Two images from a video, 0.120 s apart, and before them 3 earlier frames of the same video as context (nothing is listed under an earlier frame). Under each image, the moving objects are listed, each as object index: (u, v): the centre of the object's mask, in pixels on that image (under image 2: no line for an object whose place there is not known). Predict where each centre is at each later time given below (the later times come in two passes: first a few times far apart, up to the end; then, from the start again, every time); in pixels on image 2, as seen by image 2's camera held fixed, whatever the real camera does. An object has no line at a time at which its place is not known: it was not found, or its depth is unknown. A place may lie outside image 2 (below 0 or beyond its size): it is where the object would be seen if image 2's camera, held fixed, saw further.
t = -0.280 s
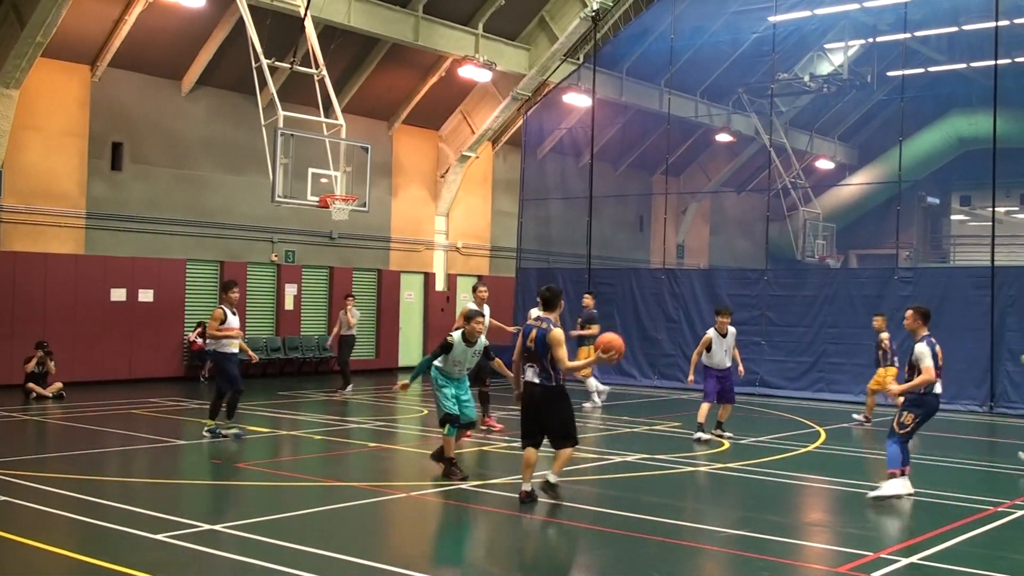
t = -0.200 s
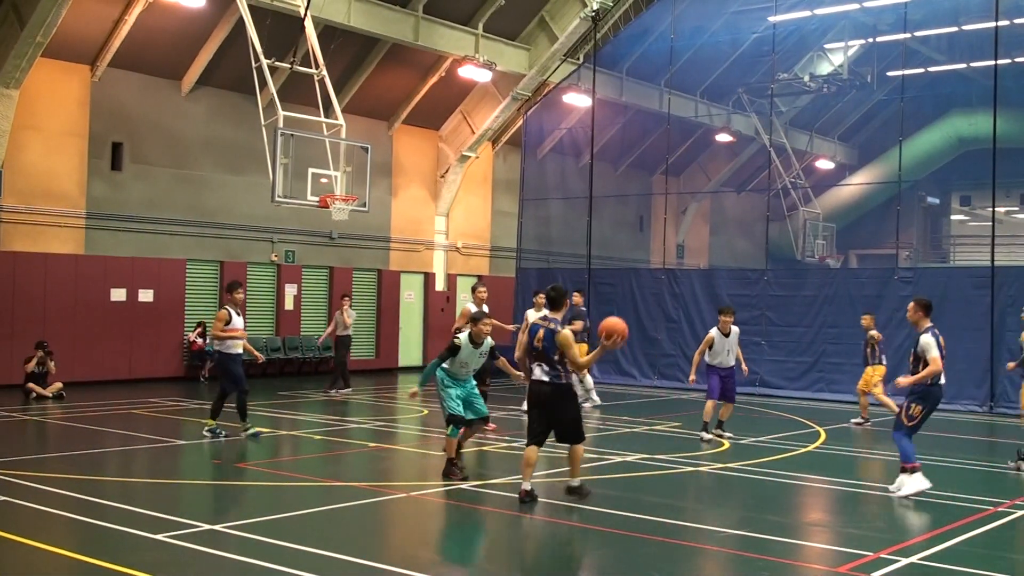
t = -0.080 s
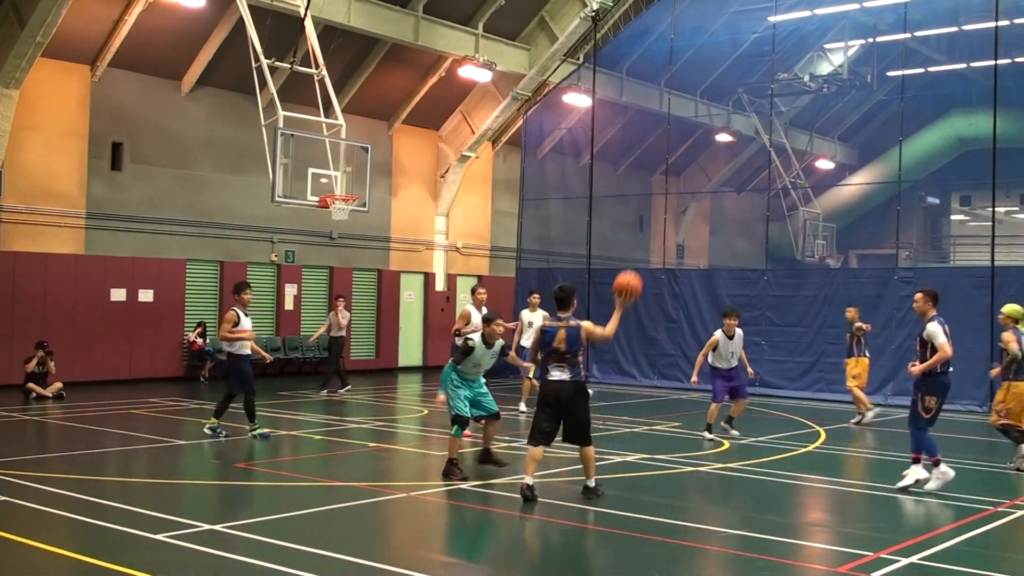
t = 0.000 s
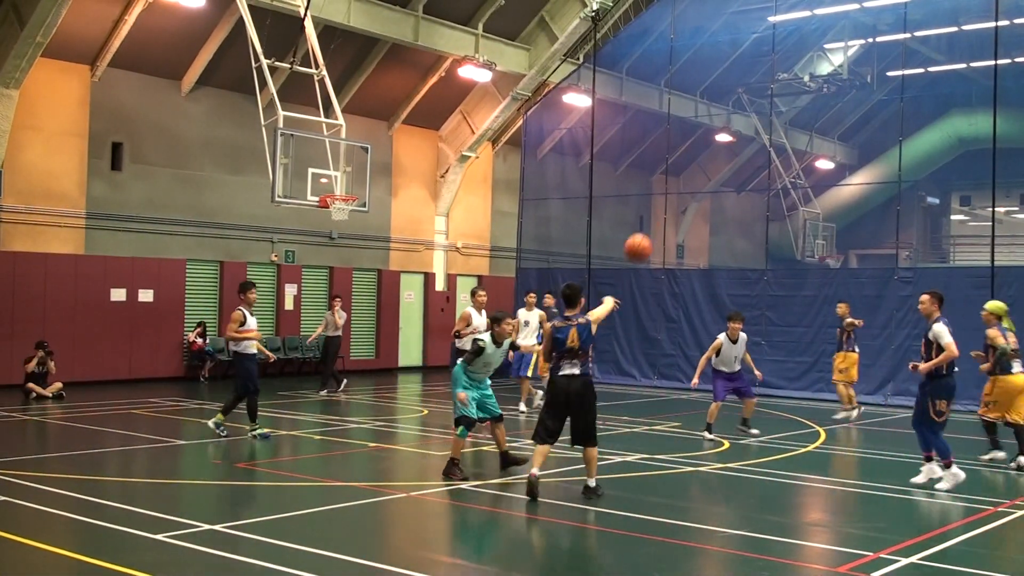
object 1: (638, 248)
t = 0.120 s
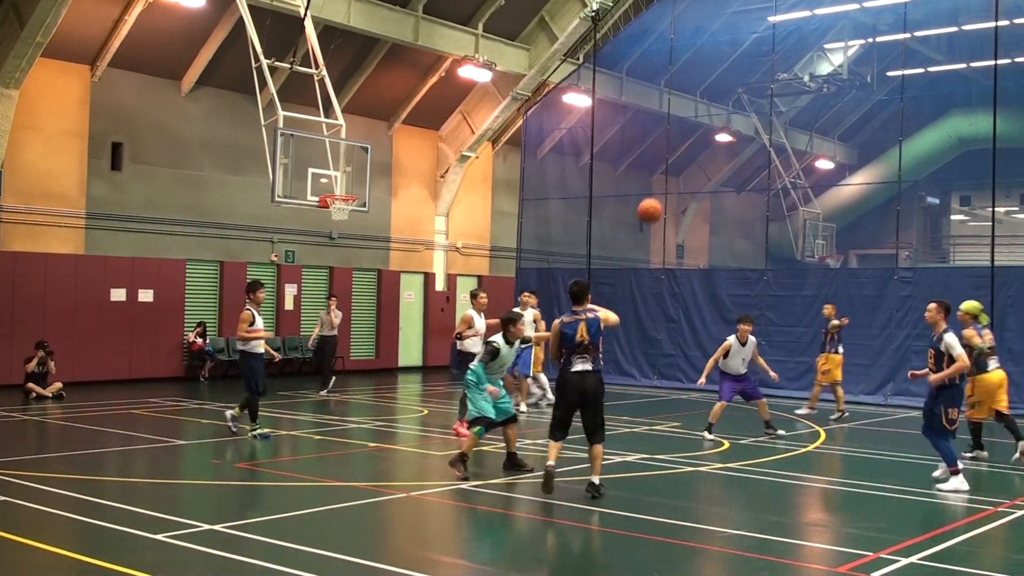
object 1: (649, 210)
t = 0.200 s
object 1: (657, 196)
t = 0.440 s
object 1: (673, 190)
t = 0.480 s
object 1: (675, 193)
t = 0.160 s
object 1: (654, 202)
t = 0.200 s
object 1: (657, 196)
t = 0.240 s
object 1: (660, 191)
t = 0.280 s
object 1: (663, 188)
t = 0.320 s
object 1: (666, 187)
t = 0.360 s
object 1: (668, 187)
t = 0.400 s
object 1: (671, 188)
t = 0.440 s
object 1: (673, 190)
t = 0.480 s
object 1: (675, 193)
